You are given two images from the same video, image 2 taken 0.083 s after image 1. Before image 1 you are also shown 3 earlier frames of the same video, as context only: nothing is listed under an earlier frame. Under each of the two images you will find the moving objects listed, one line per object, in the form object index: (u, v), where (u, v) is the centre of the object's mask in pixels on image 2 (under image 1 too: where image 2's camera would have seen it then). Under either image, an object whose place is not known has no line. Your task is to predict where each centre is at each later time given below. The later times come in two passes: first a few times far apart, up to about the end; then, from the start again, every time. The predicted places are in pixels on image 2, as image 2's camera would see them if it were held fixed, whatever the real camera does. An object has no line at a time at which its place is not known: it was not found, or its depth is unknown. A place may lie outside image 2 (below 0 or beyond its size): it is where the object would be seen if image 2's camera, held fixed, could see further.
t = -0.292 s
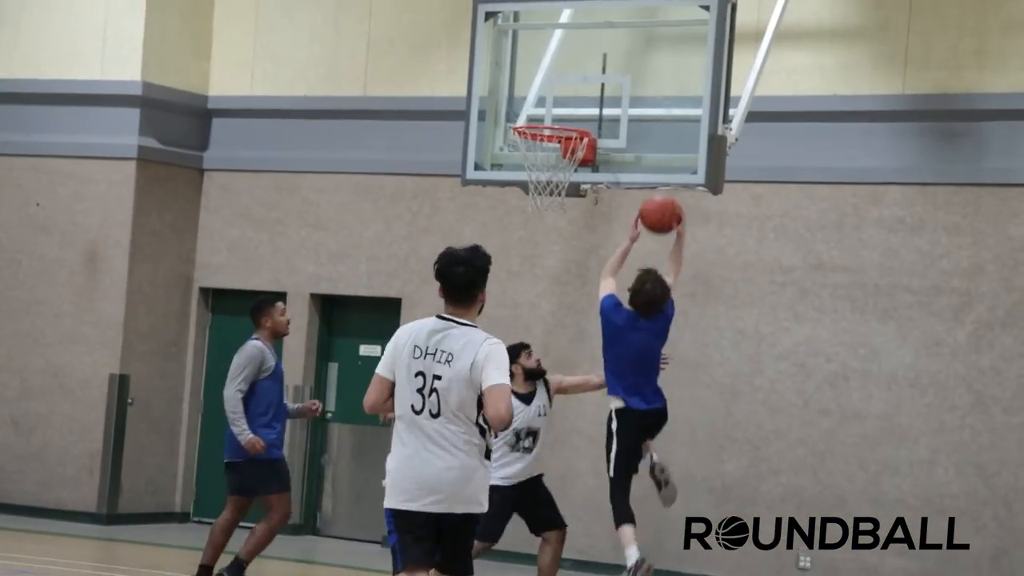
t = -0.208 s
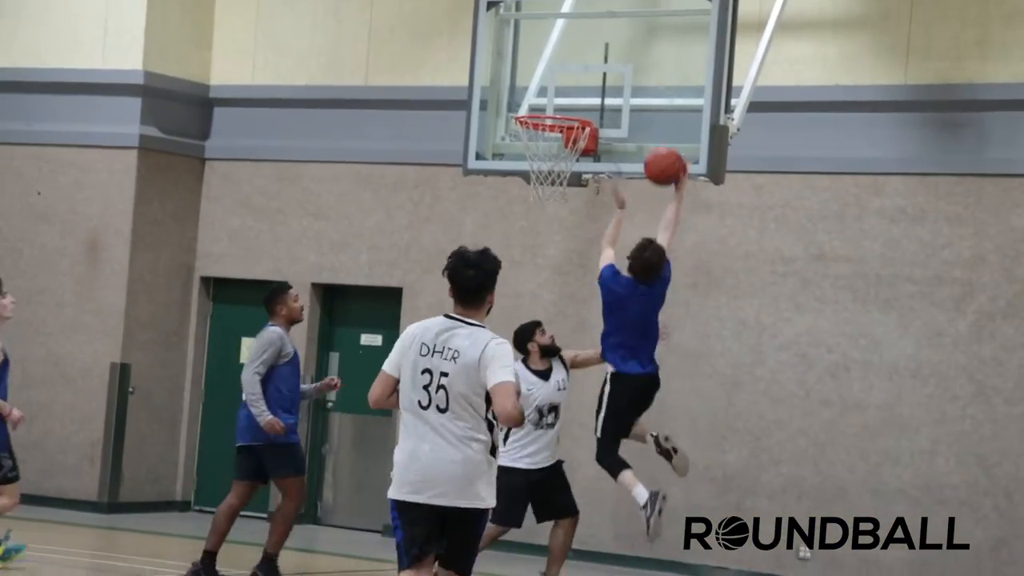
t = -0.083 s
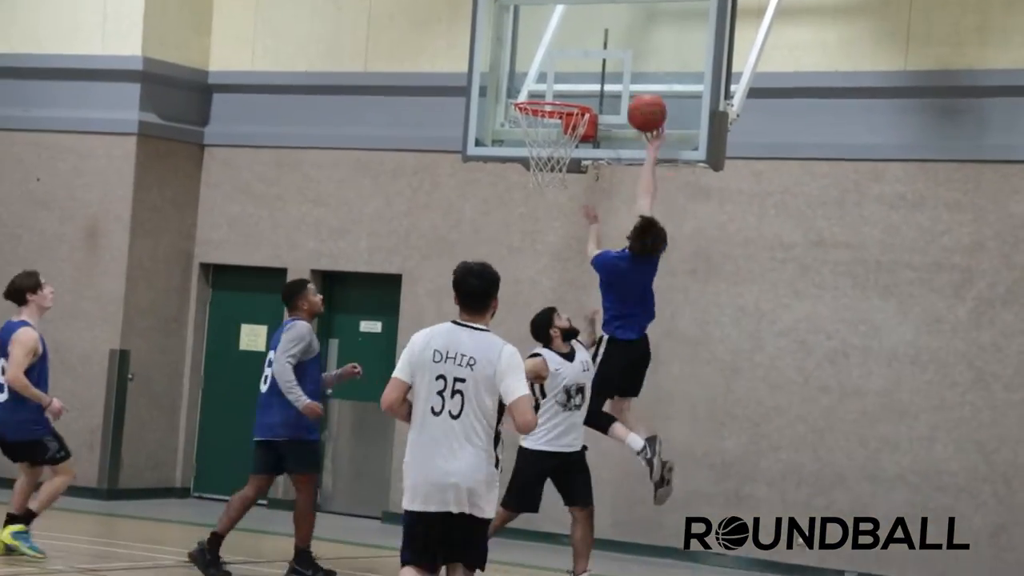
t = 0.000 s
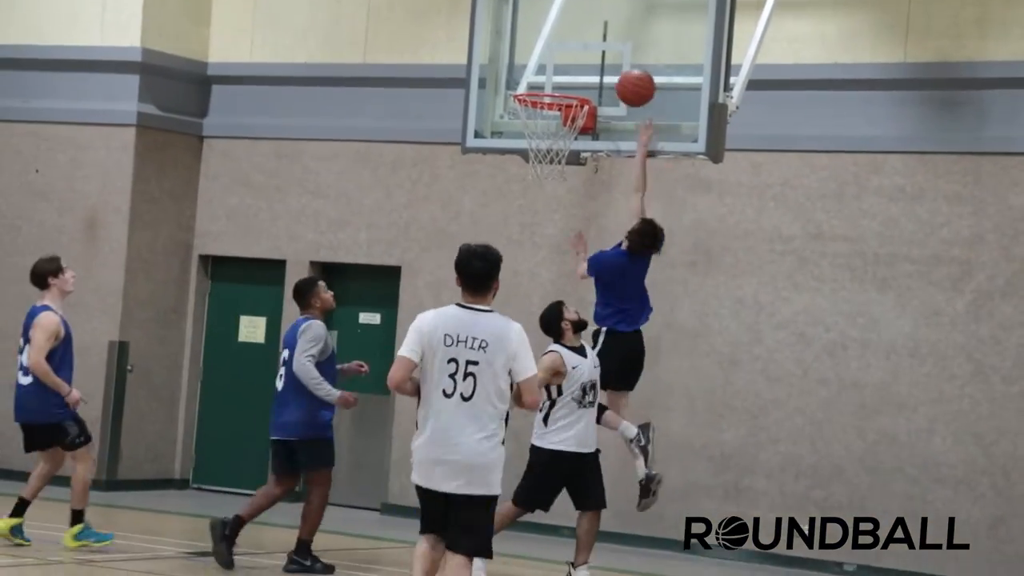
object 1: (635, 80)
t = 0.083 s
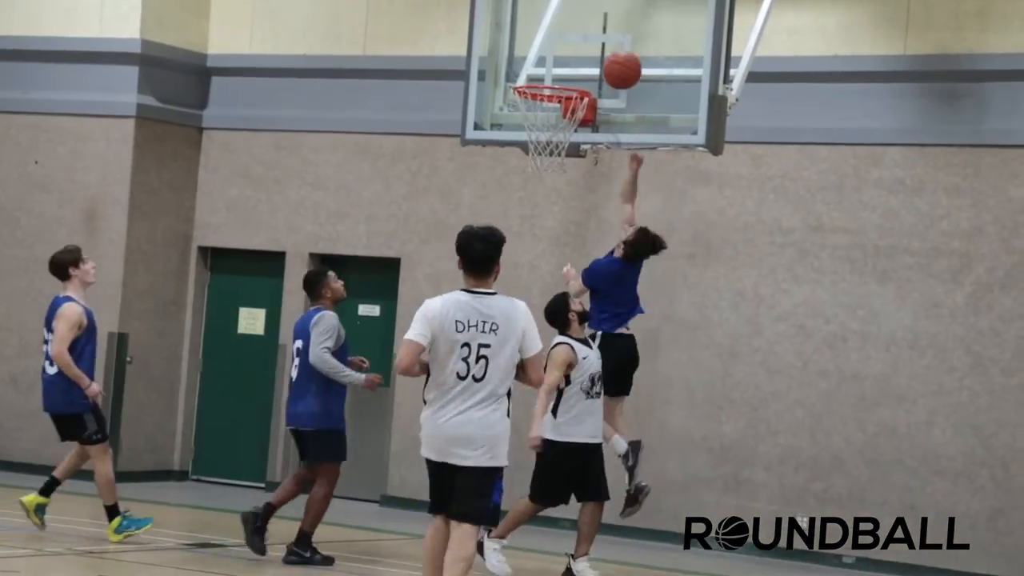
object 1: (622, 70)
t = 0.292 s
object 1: (596, 66)
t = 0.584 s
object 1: (589, 67)
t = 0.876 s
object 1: (572, 75)
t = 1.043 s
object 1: (549, 86)
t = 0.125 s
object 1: (615, 69)
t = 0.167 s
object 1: (607, 70)
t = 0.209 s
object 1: (599, 74)
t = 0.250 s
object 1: (597, 71)
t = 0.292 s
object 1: (596, 66)
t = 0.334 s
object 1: (596, 64)
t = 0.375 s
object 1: (595, 65)
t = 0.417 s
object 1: (594, 68)
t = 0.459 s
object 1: (593, 73)
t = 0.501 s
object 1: (591, 71)
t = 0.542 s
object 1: (590, 68)
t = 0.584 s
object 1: (589, 67)
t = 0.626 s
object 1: (587, 69)
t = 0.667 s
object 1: (586, 73)
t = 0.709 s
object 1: (584, 73)
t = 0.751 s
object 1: (582, 70)
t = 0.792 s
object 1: (578, 70)
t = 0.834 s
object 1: (575, 72)
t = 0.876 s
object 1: (572, 75)
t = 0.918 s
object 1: (567, 74)
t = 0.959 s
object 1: (562, 74)
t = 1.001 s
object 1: (556, 75)
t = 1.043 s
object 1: (549, 86)
